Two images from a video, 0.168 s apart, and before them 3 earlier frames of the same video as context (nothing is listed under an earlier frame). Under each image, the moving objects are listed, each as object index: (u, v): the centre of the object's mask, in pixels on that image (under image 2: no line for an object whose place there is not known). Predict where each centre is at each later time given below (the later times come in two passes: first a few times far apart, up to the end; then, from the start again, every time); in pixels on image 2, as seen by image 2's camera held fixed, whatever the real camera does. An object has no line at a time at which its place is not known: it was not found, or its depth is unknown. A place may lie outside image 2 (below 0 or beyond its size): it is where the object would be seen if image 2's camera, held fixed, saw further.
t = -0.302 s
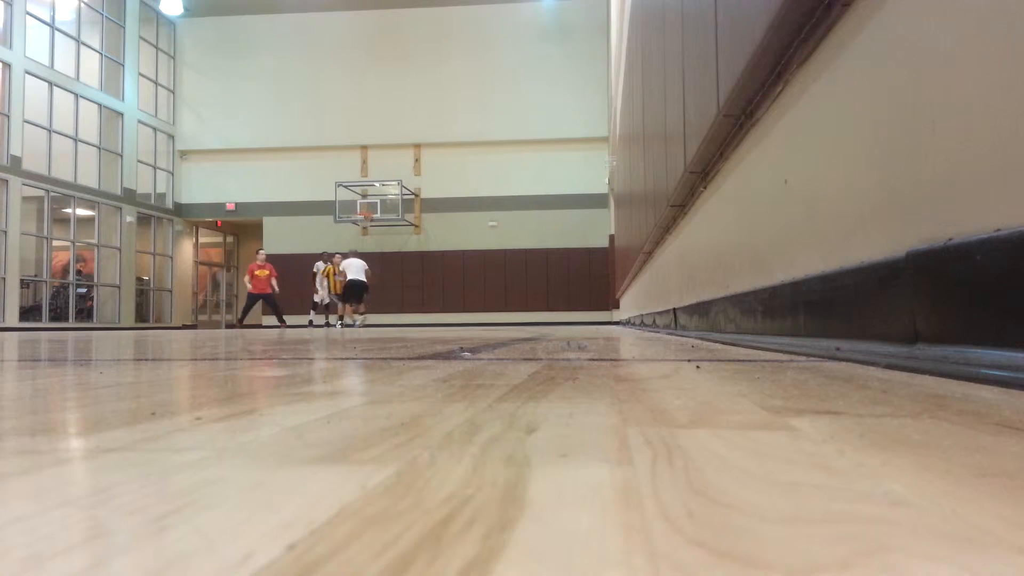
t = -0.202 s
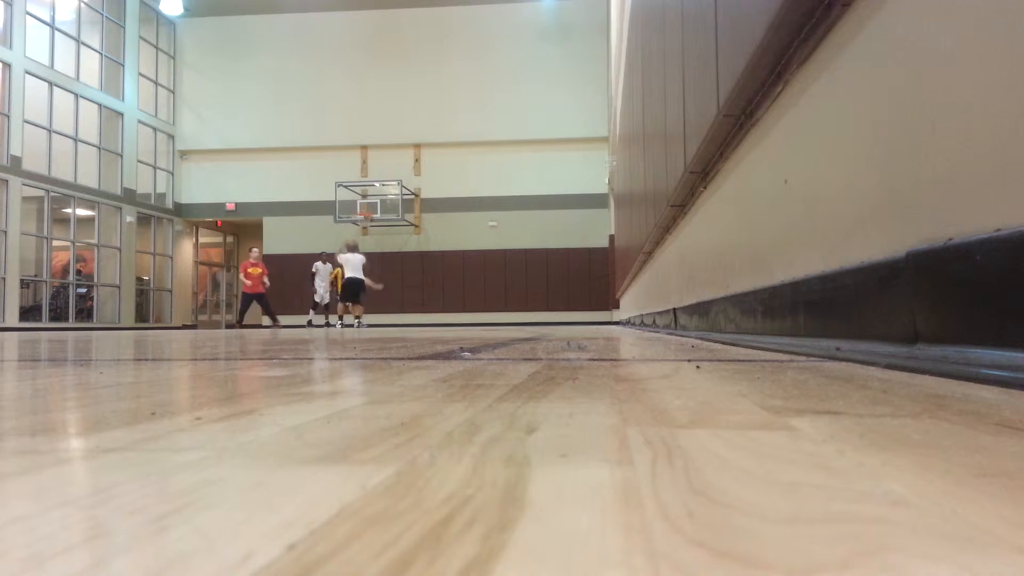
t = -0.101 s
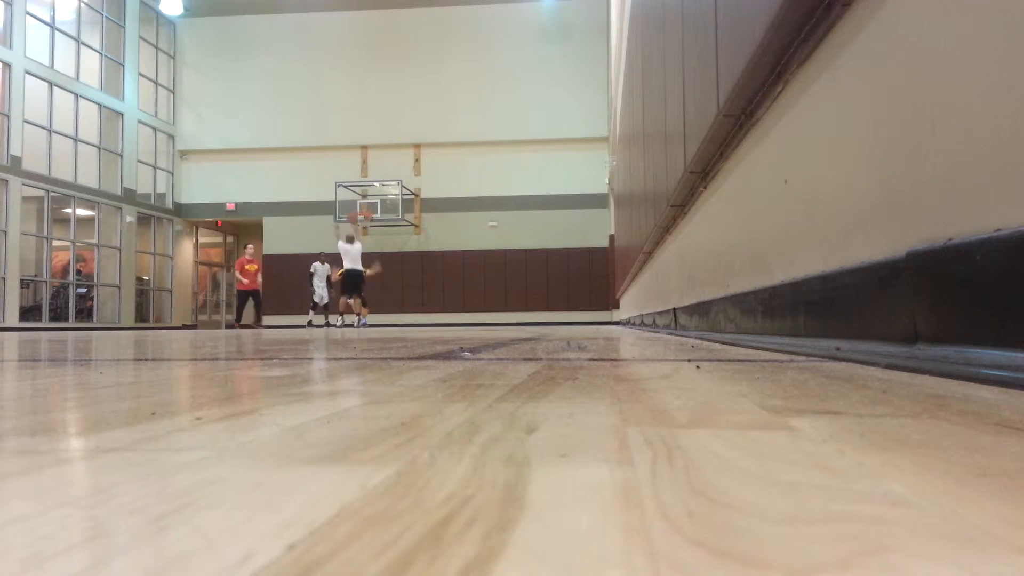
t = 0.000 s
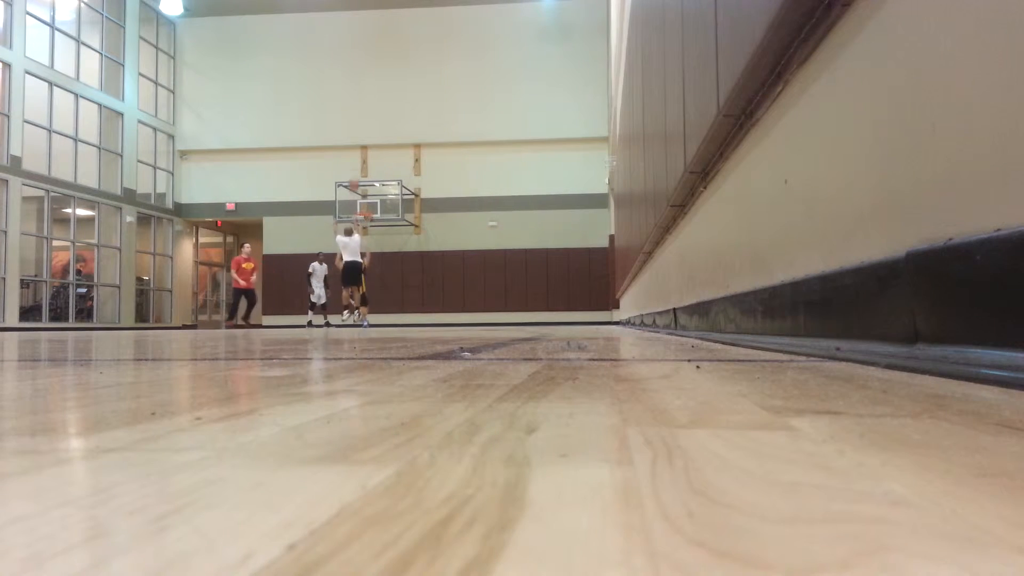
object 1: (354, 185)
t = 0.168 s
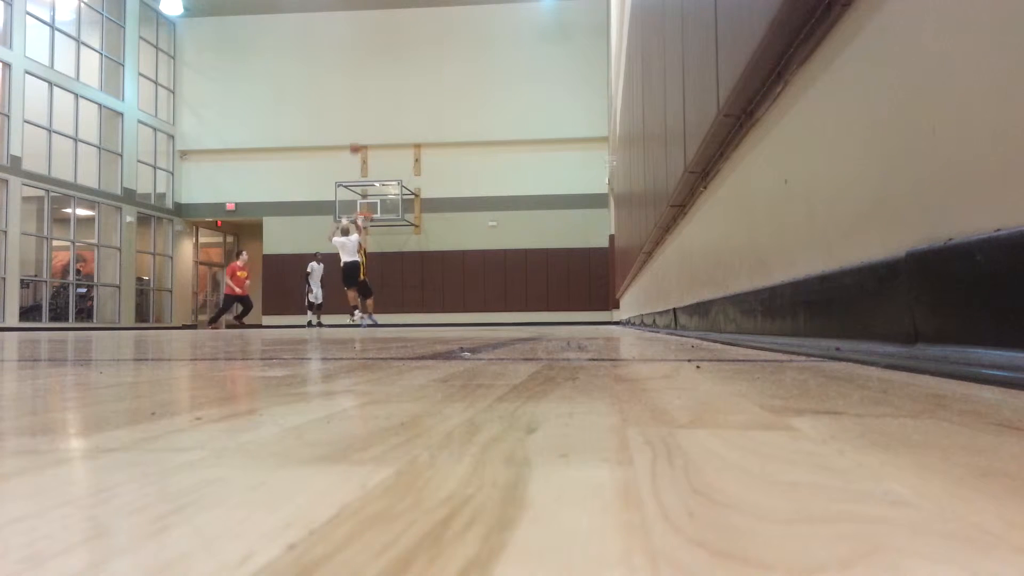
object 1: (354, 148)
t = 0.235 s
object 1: (355, 137)
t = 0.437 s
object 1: (357, 121)
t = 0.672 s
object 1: (359, 124)
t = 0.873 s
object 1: (361, 143)
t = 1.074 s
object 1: (362, 175)
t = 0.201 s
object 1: (355, 142)
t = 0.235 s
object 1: (355, 137)
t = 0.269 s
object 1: (356, 134)
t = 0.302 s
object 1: (356, 130)
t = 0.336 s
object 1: (356, 127)
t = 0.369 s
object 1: (357, 125)
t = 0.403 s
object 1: (357, 122)
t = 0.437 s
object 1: (357, 121)
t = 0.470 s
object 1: (357, 120)
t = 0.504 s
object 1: (357, 120)
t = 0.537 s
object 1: (358, 120)
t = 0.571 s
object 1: (358, 120)
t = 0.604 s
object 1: (358, 121)
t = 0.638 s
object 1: (359, 122)
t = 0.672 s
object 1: (359, 124)
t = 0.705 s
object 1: (359, 126)
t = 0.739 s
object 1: (360, 129)
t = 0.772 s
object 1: (360, 132)
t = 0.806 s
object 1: (360, 135)
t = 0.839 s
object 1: (360, 139)
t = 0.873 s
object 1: (361, 143)
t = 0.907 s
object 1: (361, 147)
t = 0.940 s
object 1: (361, 153)
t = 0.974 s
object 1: (361, 158)
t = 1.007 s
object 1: (361, 164)
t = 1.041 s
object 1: (361, 170)
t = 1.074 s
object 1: (362, 175)
